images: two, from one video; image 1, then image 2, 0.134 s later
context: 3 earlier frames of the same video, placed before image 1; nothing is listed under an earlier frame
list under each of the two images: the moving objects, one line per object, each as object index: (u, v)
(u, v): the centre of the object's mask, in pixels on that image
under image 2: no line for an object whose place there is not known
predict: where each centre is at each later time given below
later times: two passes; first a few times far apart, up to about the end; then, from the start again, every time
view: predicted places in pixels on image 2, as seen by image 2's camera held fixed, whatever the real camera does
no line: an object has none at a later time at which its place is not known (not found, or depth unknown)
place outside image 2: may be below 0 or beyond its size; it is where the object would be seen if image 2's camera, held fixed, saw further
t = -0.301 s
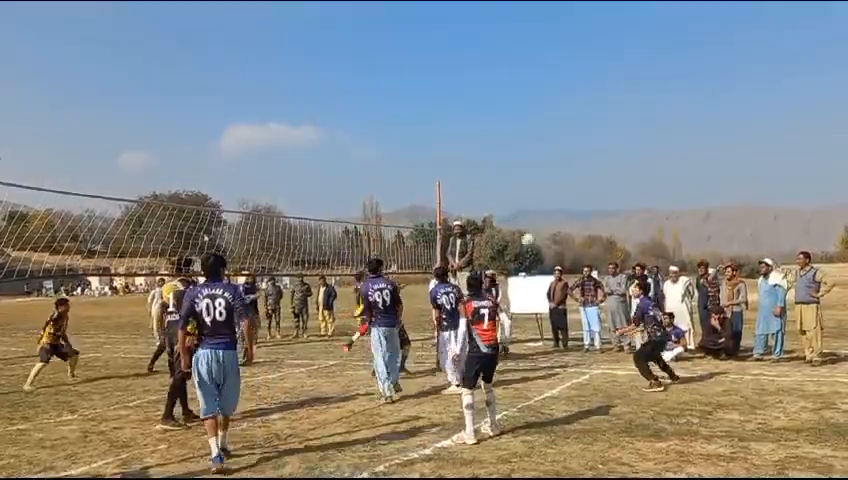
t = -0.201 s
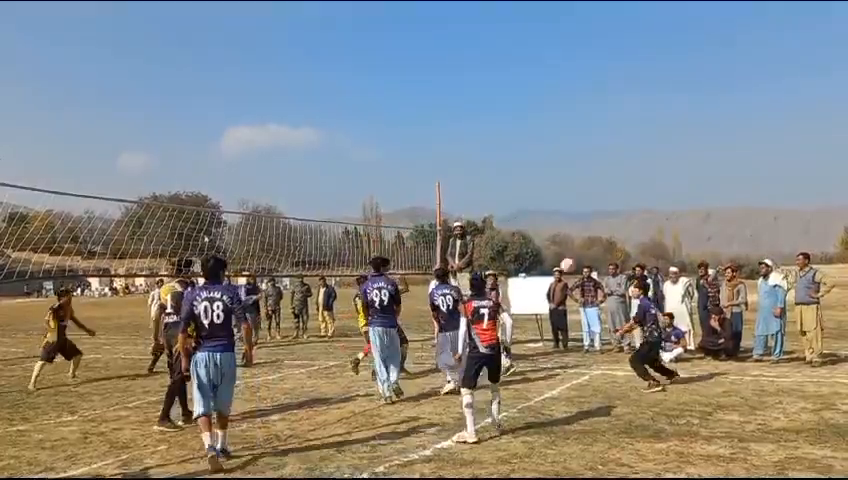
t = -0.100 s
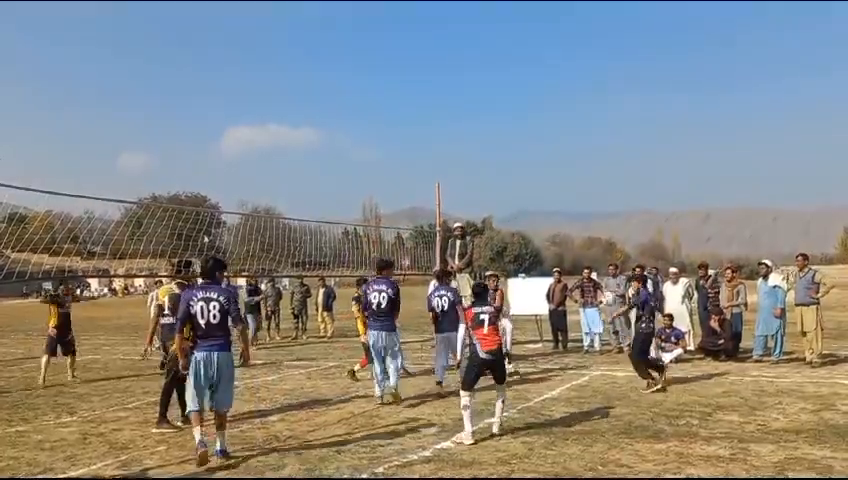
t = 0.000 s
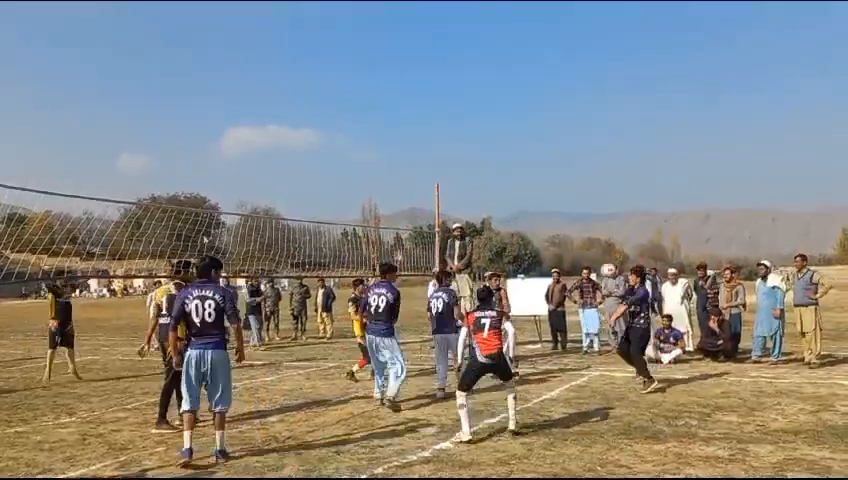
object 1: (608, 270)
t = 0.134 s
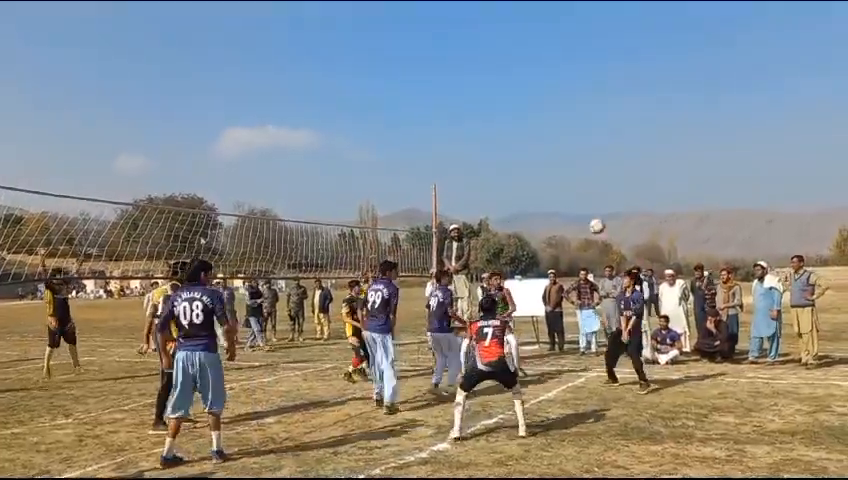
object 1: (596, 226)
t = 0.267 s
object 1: (589, 192)
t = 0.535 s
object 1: (575, 160)
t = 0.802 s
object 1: (562, 185)
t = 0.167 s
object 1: (595, 216)
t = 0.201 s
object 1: (593, 208)
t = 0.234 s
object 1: (591, 200)
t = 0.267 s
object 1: (589, 192)
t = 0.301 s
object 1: (587, 185)
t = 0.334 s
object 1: (585, 179)
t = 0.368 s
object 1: (584, 174)
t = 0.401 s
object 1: (582, 170)
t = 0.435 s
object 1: (580, 166)
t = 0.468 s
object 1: (578, 163)
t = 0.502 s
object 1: (576, 161)
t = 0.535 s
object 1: (575, 160)
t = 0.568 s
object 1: (573, 160)
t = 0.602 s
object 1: (571, 161)
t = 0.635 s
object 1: (570, 162)
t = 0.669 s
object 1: (568, 165)
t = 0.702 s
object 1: (566, 168)
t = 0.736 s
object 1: (565, 173)
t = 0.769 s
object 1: (563, 179)
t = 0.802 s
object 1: (562, 185)
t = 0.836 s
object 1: (560, 193)
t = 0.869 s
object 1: (558, 202)
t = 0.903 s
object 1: (557, 212)
